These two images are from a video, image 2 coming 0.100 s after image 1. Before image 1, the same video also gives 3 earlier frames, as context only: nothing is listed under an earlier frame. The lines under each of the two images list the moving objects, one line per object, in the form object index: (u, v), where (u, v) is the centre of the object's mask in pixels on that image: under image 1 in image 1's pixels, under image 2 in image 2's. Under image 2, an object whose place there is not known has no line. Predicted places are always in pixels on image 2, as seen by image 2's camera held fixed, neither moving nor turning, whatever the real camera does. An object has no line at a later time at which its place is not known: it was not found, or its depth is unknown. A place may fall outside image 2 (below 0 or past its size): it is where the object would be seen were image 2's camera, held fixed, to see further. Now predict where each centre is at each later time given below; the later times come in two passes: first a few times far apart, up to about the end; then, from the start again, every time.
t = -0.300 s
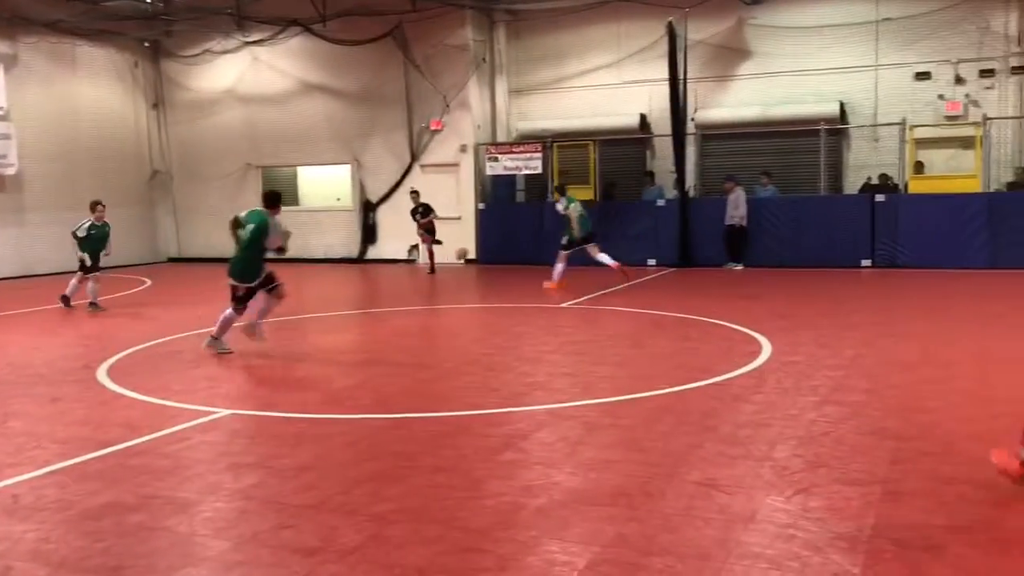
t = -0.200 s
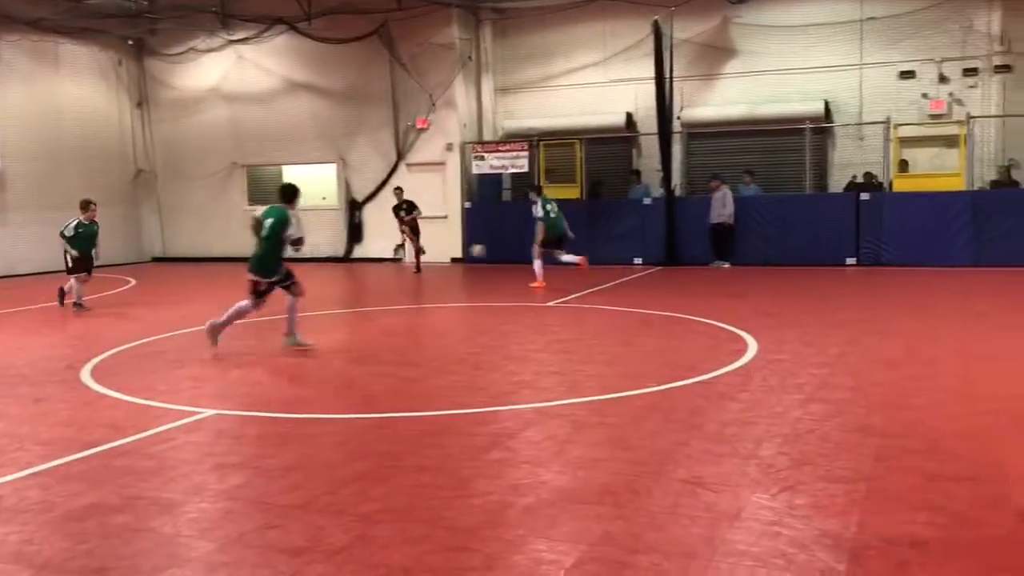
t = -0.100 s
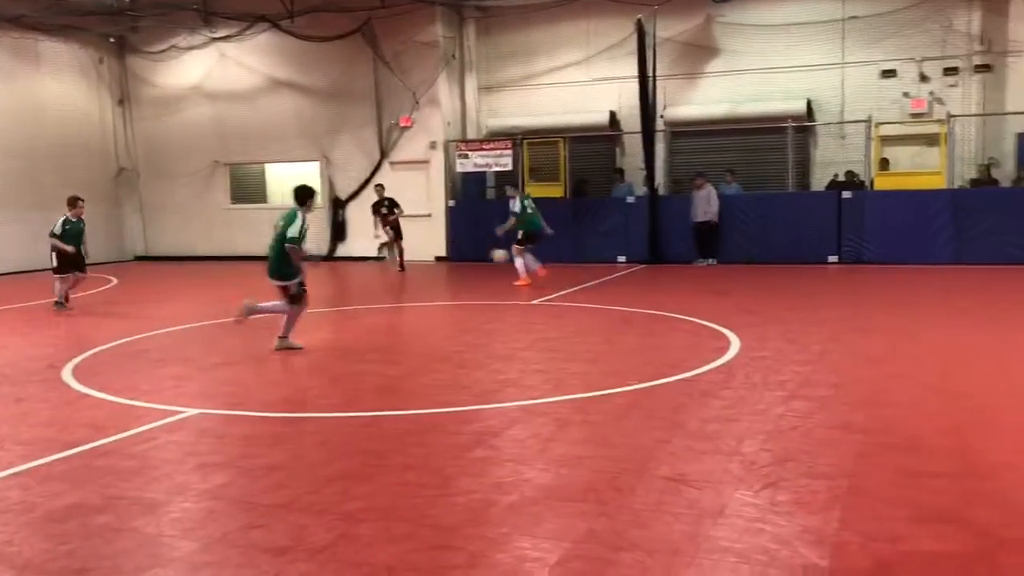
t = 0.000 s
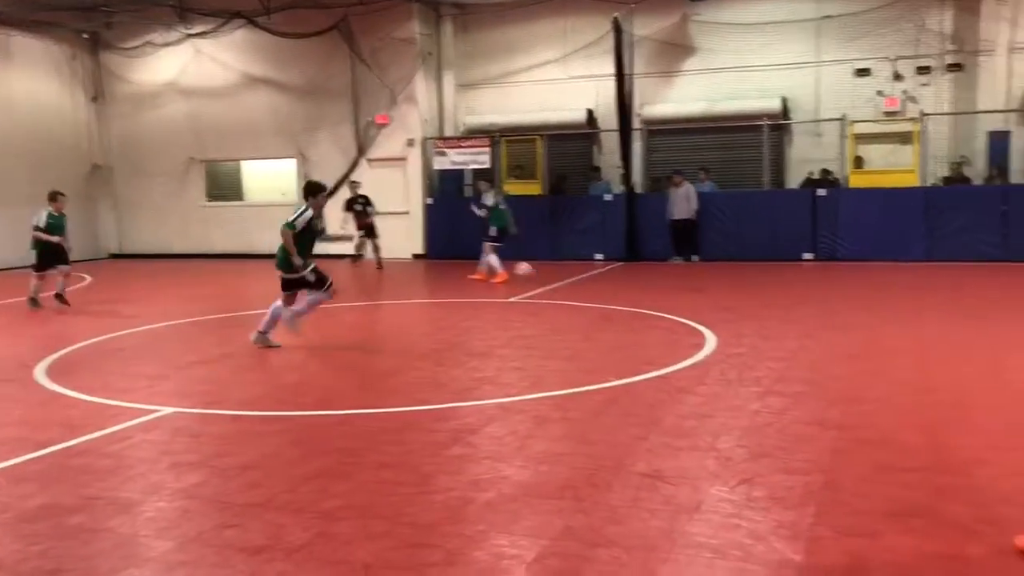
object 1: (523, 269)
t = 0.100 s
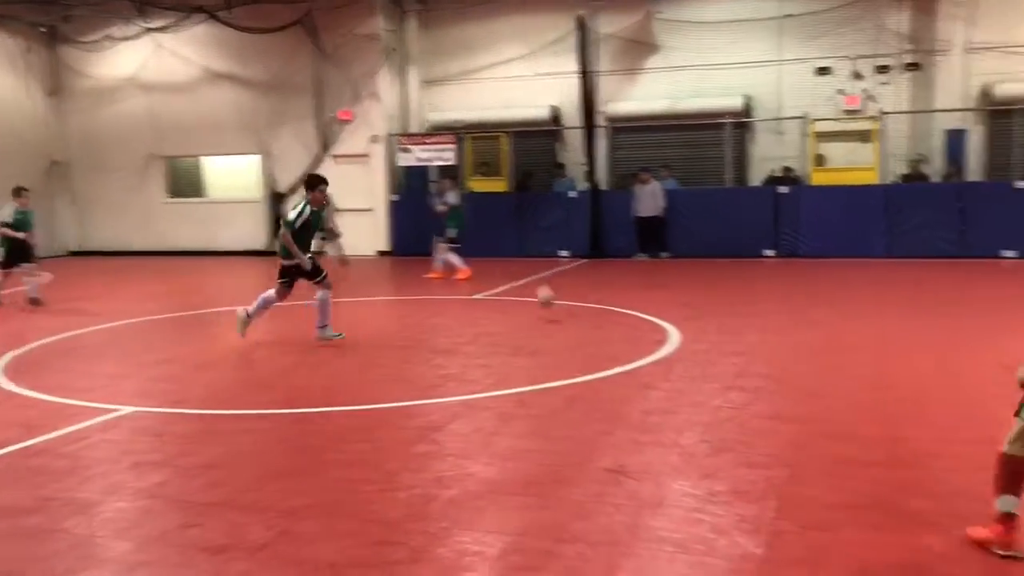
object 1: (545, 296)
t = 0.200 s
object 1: (606, 311)
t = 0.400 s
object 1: (754, 328)
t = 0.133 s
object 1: (567, 311)
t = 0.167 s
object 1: (587, 312)
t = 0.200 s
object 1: (606, 311)
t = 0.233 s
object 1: (627, 310)
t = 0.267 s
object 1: (649, 311)
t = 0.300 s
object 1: (673, 313)
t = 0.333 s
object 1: (698, 316)
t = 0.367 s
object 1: (725, 322)
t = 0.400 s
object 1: (754, 328)
